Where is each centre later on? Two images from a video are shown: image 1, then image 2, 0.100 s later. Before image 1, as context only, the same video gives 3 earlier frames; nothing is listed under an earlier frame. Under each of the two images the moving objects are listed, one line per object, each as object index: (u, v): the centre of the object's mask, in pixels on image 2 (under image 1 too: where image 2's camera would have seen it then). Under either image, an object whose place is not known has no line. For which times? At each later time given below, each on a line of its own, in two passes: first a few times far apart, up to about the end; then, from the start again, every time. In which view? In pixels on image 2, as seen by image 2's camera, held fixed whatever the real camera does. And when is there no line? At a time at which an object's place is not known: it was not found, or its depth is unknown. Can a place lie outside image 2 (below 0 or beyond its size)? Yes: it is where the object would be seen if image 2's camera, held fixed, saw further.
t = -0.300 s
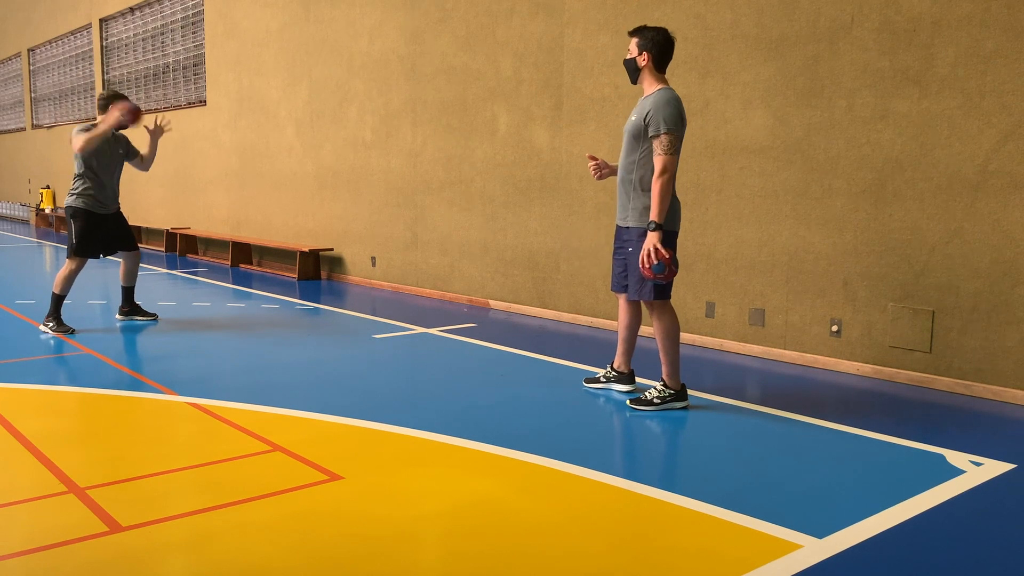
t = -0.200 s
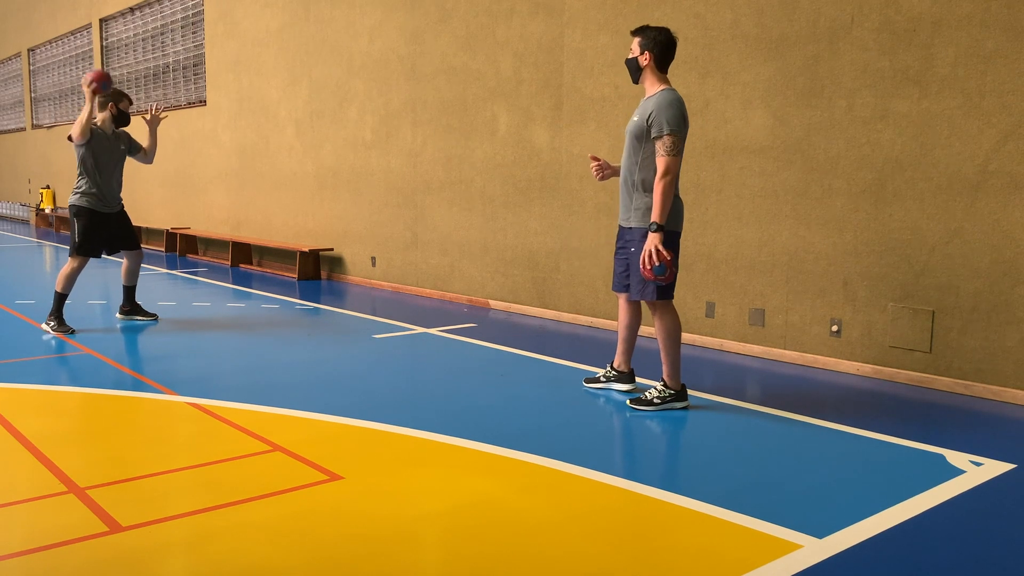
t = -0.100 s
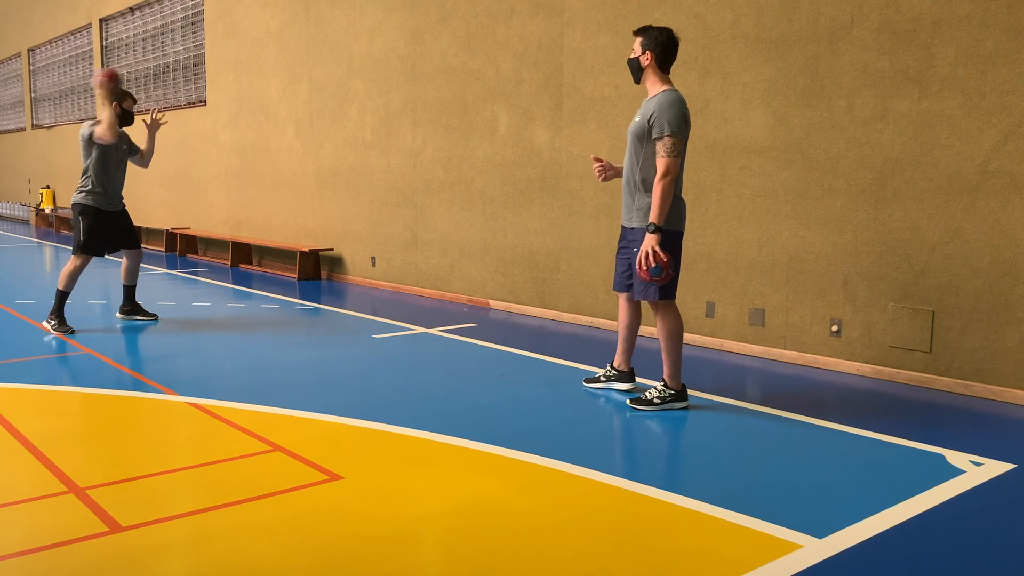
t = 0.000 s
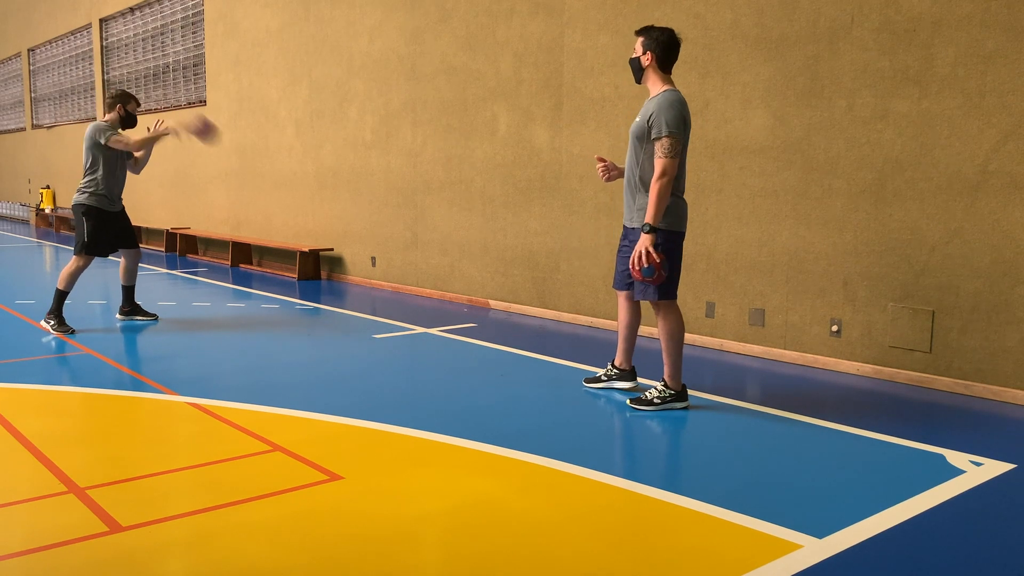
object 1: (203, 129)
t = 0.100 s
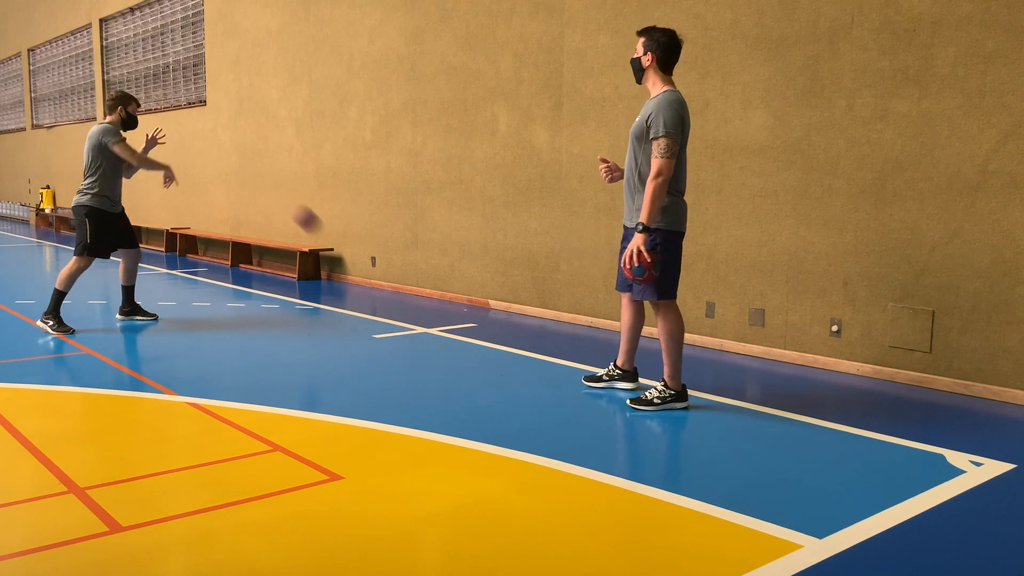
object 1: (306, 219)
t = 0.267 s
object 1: (419, 250)
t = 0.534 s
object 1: (372, 138)
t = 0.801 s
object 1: (274, 102)
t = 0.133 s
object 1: (337, 246)
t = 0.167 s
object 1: (366, 276)
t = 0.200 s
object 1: (392, 296)
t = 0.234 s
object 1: (405, 272)
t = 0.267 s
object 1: (419, 250)
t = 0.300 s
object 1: (433, 231)
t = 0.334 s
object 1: (436, 213)
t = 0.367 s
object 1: (426, 198)
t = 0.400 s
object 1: (416, 184)
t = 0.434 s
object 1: (405, 171)
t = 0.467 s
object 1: (394, 160)
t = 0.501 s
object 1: (383, 148)
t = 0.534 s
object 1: (372, 138)
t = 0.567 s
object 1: (360, 129)
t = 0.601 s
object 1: (348, 122)
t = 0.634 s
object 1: (337, 115)
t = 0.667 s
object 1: (325, 110)
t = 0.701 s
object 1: (312, 106)
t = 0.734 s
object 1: (299, 103)
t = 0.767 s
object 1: (287, 102)
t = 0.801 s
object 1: (274, 102)
